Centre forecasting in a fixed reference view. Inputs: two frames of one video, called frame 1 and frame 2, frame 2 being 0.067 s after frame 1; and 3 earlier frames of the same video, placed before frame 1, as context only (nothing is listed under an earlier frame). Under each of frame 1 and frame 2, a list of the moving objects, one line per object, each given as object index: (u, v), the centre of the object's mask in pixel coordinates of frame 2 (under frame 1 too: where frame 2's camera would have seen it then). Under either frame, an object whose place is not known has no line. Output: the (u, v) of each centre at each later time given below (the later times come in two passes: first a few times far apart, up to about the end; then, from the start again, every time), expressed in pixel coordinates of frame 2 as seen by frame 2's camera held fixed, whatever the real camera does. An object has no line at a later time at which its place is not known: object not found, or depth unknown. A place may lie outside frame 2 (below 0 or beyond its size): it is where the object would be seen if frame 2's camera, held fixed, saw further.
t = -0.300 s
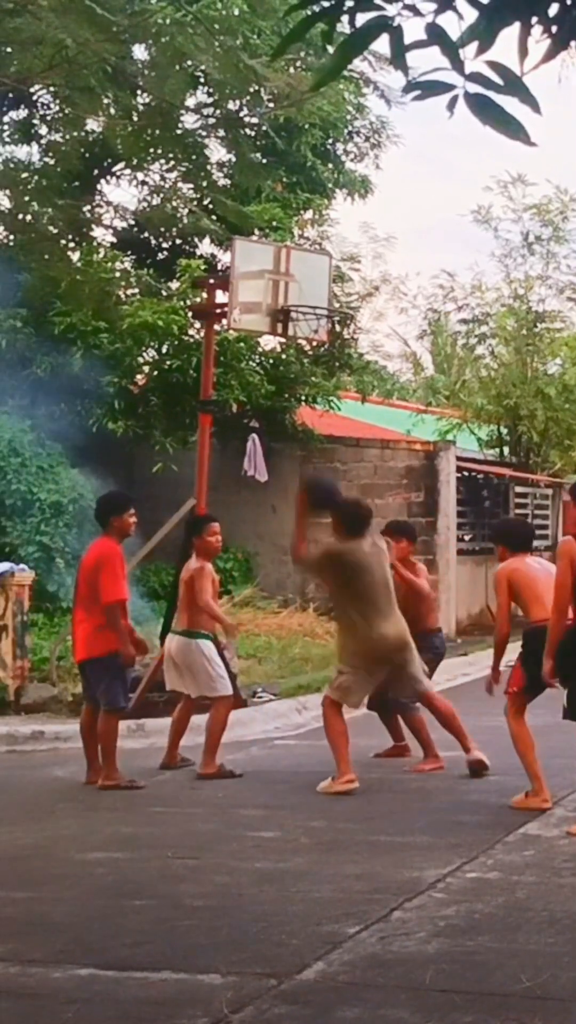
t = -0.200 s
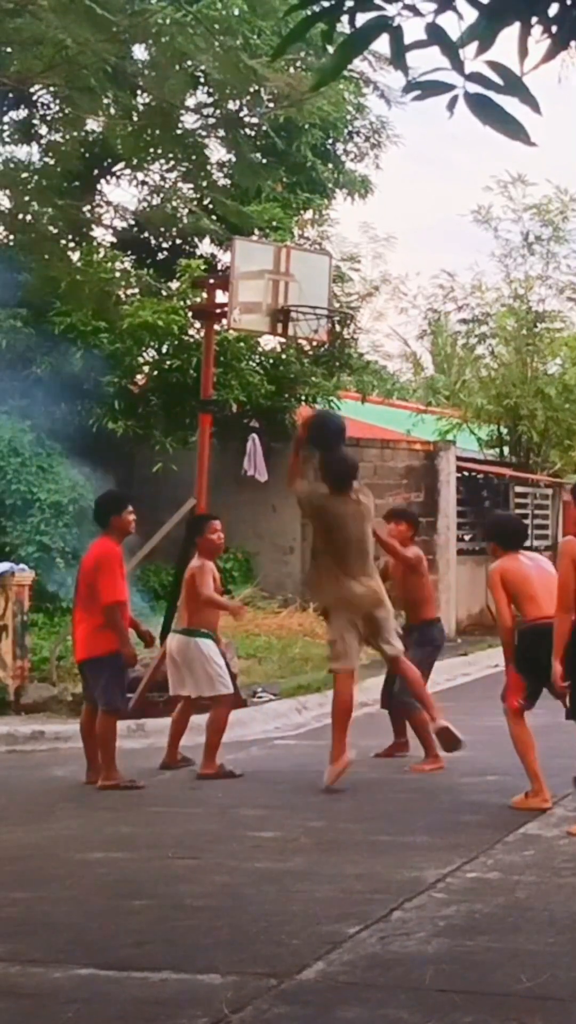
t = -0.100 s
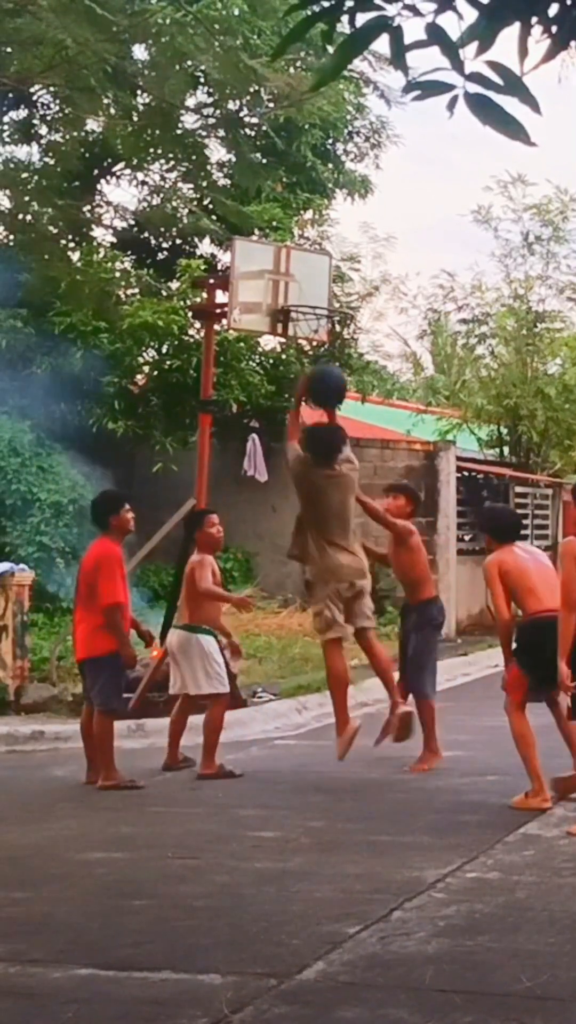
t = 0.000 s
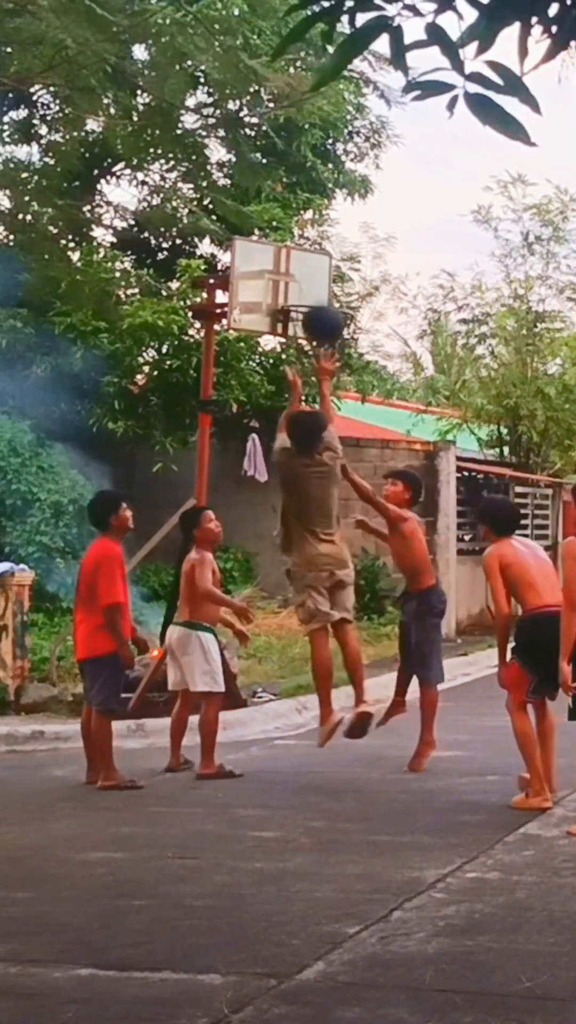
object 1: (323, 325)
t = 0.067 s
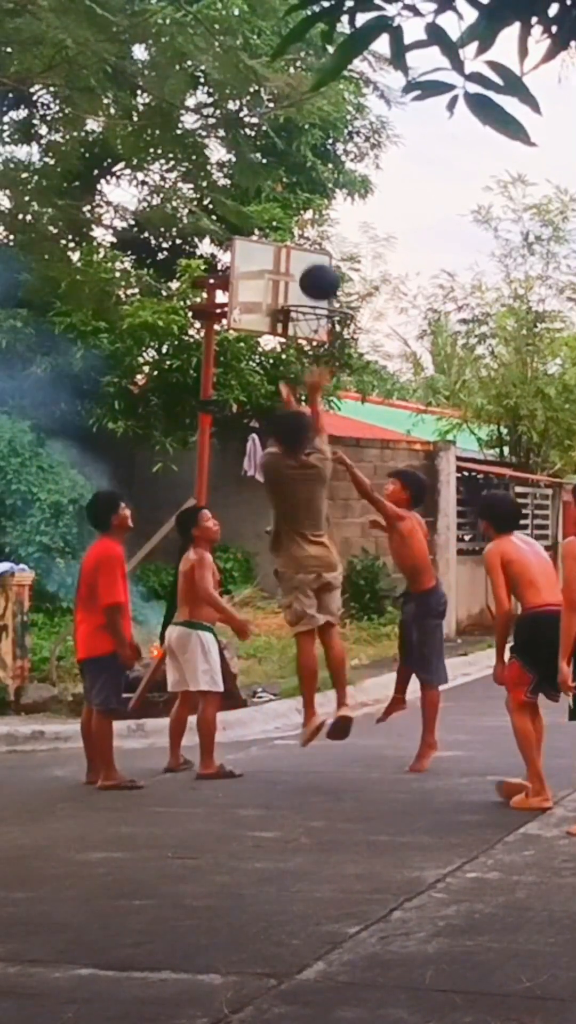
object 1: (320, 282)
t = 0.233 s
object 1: (314, 216)
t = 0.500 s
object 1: (307, 210)
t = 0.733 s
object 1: (300, 295)
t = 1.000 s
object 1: (336, 339)
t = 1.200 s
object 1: (338, 385)
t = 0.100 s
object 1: (319, 265)
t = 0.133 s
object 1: (317, 249)
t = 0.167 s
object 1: (316, 236)
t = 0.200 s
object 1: (315, 225)
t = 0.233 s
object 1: (314, 216)
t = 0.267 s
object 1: (313, 208)
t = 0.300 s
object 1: (312, 204)
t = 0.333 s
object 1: (311, 200)
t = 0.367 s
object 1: (310, 199)
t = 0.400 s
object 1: (309, 199)
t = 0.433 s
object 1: (309, 201)
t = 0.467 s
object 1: (307, 205)
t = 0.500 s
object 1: (307, 210)
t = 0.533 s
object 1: (305, 219)
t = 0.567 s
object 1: (304, 226)
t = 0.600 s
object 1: (303, 237)
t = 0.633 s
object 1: (302, 250)
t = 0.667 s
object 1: (301, 263)
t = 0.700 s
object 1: (300, 279)
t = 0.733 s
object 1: (300, 295)
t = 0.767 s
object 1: (304, 304)
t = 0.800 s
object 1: (308, 314)
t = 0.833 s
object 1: (313, 325)
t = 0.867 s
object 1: (319, 331)
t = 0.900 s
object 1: (325, 332)
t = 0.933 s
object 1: (331, 333)
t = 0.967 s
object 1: (334, 334)
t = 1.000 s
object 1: (336, 339)
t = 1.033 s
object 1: (337, 344)
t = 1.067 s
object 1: (338, 351)
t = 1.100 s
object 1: (338, 358)
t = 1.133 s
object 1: (338, 365)
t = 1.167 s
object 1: (337, 373)
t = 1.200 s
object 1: (338, 385)
